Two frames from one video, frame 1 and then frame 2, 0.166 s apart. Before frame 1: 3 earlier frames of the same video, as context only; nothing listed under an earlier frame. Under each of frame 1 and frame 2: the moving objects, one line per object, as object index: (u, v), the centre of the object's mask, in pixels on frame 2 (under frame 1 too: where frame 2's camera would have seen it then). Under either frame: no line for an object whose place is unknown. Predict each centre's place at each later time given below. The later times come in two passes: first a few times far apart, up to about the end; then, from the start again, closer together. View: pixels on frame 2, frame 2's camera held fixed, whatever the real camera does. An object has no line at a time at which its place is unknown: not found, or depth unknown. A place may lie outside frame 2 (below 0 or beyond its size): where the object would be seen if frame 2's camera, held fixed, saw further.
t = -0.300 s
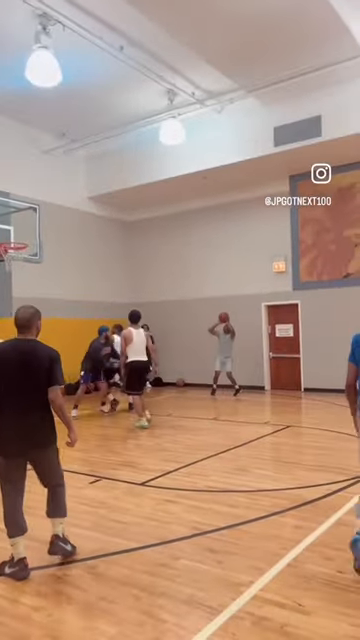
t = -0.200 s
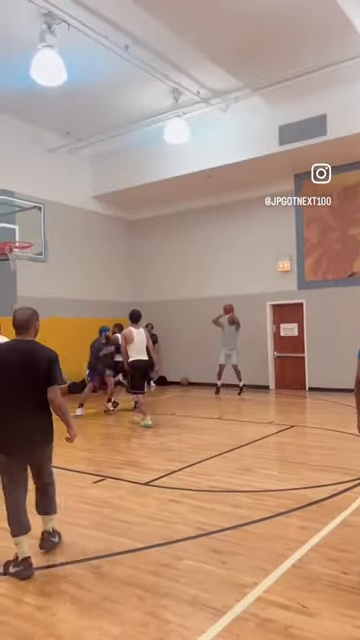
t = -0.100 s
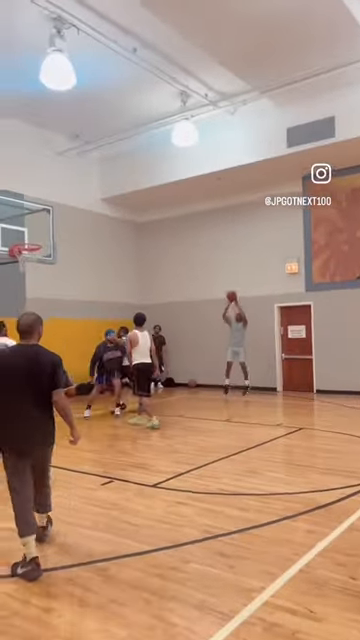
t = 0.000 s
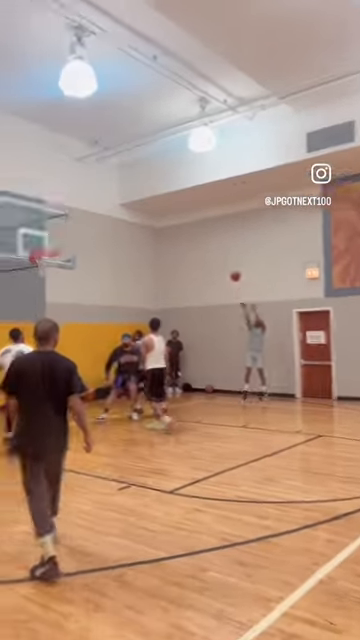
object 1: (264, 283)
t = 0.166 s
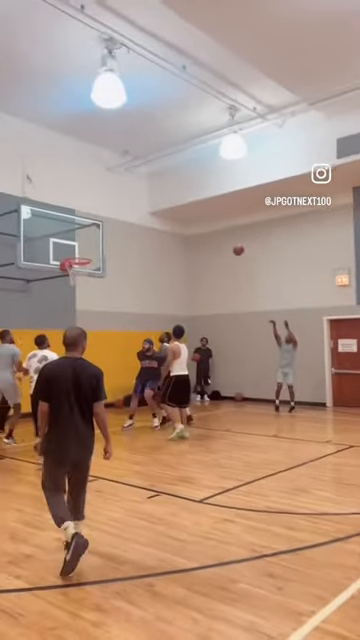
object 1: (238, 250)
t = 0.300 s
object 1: (215, 231)
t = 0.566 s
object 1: (168, 216)
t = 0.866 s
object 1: (109, 241)
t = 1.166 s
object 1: (89, 225)
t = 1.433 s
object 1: (87, 219)
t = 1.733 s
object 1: (81, 255)
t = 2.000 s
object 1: (86, 274)
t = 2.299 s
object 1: (85, 291)
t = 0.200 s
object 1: (232, 244)
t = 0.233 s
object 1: (227, 239)
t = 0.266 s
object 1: (220, 235)
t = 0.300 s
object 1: (215, 231)
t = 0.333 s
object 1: (210, 227)
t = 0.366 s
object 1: (204, 224)
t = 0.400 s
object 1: (199, 221)
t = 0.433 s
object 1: (193, 220)
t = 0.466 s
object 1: (187, 218)
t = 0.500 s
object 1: (181, 216)
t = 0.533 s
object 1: (174, 216)
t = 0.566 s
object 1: (168, 216)
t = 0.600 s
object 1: (161, 216)
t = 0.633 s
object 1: (155, 217)
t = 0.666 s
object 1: (149, 219)
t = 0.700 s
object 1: (142, 221)
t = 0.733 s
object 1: (136, 223)
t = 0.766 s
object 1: (129, 227)
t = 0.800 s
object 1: (122, 231)
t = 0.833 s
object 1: (115, 235)
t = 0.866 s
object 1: (109, 241)
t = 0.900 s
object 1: (101, 246)
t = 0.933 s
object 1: (94, 253)
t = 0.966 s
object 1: (91, 253)
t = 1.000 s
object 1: (91, 247)
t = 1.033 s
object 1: (91, 241)
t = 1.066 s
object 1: (90, 236)
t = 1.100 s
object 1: (90, 232)
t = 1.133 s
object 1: (90, 228)
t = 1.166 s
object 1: (89, 225)
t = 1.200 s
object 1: (89, 223)
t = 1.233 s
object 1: (89, 221)
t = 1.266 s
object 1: (88, 220)
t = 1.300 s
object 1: (88, 218)
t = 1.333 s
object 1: (88, 219)
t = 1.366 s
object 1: (87, 218)
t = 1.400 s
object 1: (87, 219)
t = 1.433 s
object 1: (87, 219)
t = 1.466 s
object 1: (87, 220)
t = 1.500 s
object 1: (86, 223)
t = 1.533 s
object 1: (86, 228)
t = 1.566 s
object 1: (85, 231)
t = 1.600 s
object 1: (85, 236)
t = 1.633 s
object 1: (85, 241)
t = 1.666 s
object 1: (85, 246)
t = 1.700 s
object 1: (84, 253)
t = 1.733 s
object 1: (81, 255)
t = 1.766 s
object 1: (79, 257)
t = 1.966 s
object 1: (87, 271)
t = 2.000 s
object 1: (86, 274)
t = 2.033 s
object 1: (87, 275)
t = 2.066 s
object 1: (88, 275)
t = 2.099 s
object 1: (88, 276)
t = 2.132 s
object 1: (88, 276)
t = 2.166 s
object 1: (87, 278)
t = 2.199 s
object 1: (87, 280)
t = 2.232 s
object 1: (86, 284)
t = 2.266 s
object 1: (86, 287)
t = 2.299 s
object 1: (85, 291)
